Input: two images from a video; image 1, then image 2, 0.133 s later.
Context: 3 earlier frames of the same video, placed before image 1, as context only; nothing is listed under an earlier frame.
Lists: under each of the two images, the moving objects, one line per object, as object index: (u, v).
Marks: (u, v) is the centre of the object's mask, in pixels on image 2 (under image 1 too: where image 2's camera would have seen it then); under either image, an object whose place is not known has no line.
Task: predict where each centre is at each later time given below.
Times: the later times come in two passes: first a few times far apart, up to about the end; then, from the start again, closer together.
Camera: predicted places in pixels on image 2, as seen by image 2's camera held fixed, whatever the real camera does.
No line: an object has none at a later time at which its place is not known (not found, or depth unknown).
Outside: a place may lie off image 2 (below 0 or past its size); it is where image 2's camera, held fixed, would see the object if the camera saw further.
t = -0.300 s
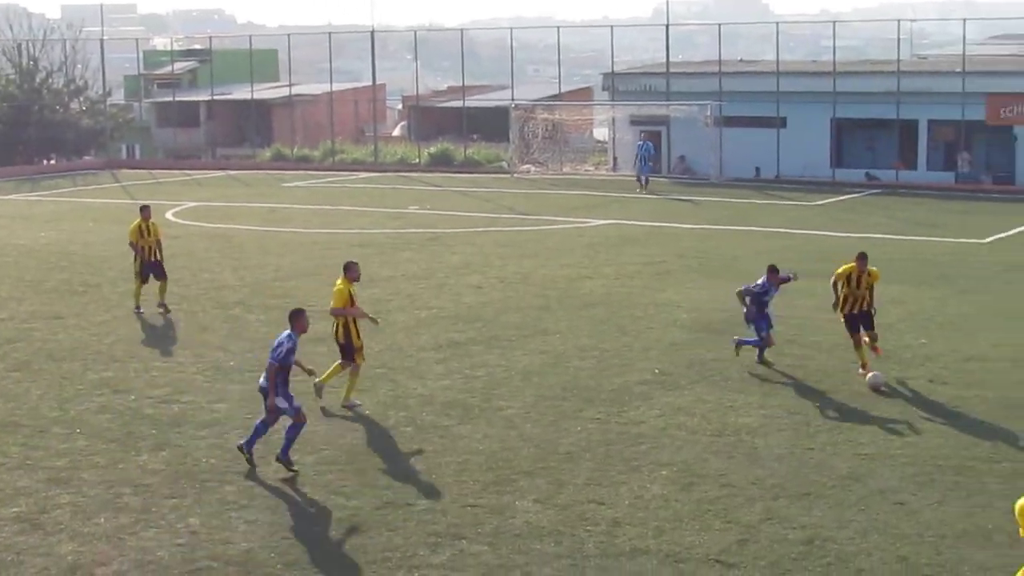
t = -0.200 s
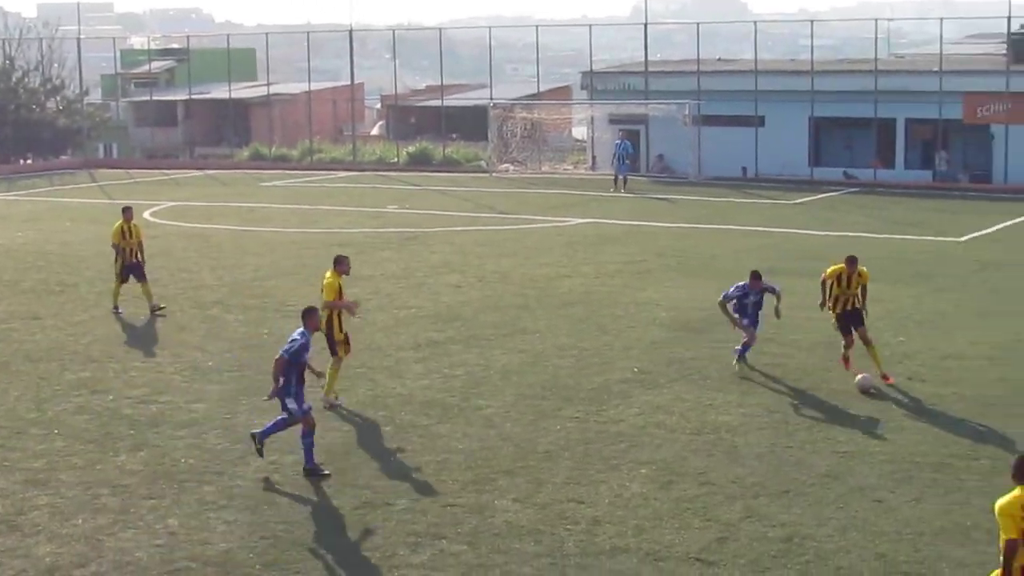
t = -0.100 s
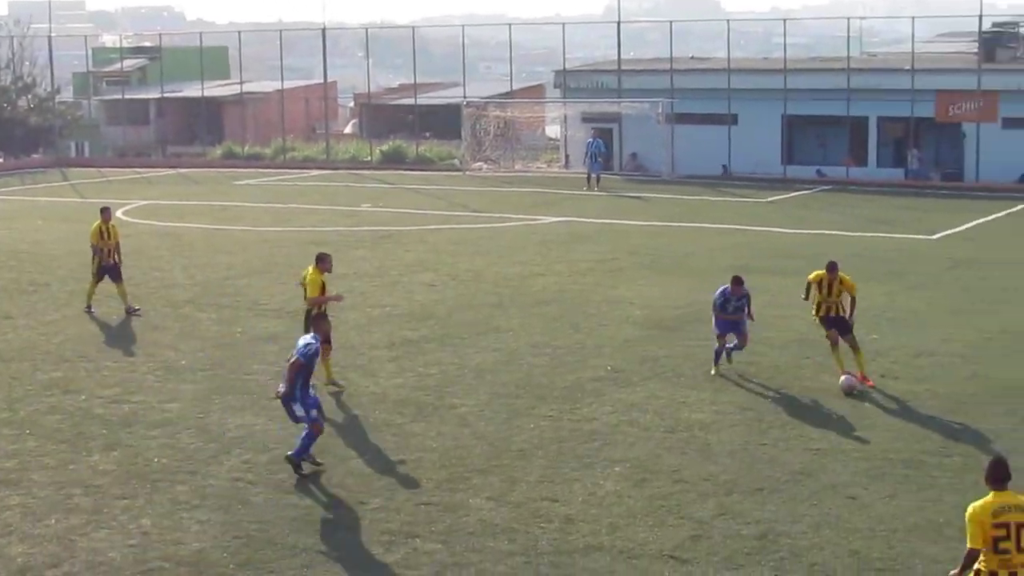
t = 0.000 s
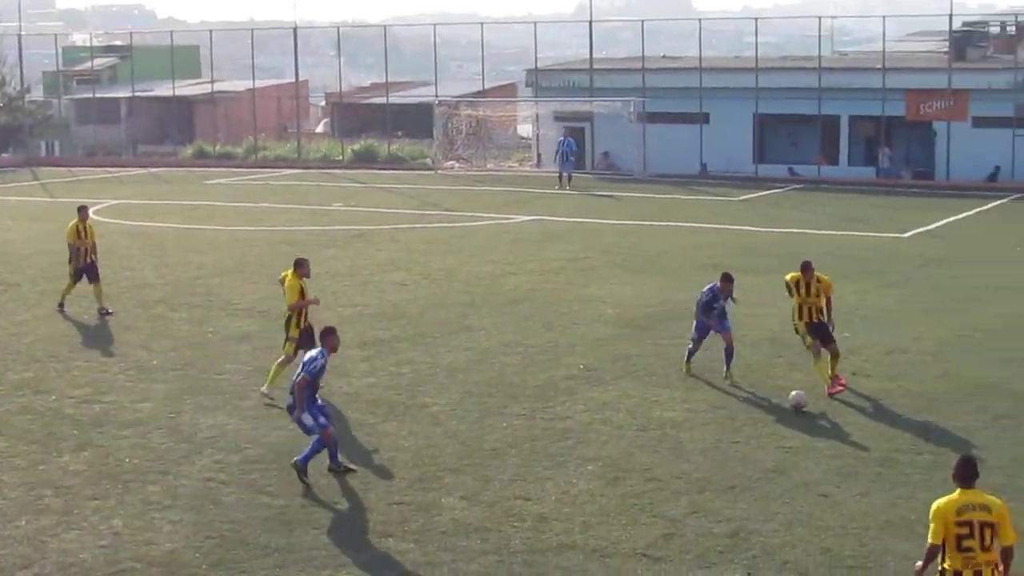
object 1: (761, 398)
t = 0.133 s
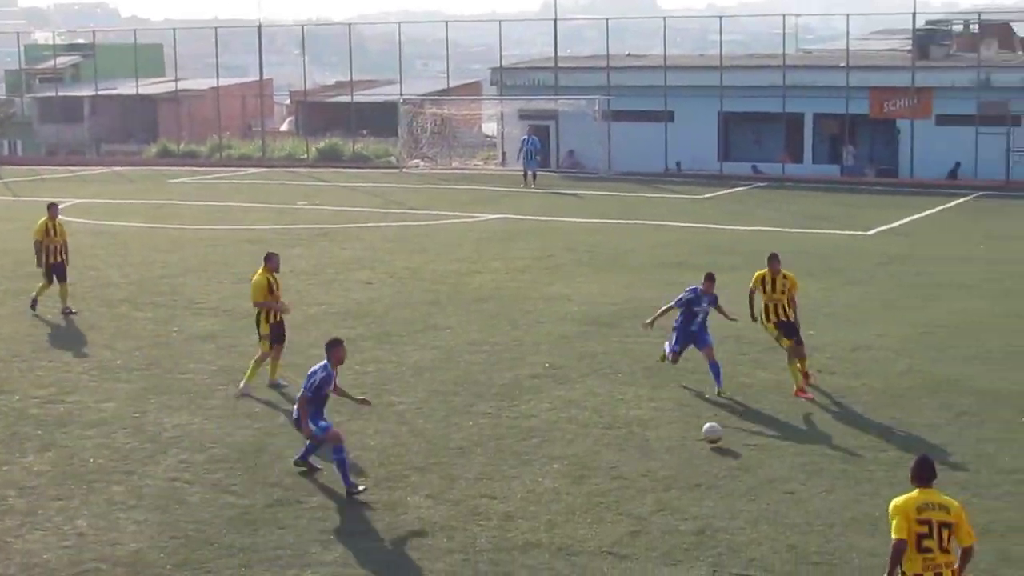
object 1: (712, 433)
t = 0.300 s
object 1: (640, 486)
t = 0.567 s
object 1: (496, 582)
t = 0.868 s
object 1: (298, 710)
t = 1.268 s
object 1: (-48, 955)
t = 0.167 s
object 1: (698, 445)
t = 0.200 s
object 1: (684, 455)
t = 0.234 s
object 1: (670, 464)
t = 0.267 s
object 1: (656, 475)
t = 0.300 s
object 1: (640, 486)
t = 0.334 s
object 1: (624, 499)
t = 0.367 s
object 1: (609, 509)
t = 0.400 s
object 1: (591, 519)
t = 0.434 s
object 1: (574, 532)
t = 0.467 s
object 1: (556, 544)
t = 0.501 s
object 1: (535, 559)
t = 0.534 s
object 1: (516, 574)
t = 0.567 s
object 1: (496, 582)
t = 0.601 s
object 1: (477, 595)
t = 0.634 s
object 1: (455, 608)
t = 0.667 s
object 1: (433, 623)
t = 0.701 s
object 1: (407, 639)
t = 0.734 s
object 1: (389, 655)
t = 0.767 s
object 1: (367, 666)
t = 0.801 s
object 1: (345, 677)
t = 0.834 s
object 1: (322, 692)
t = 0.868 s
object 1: (298, 710)
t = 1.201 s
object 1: (20, 903)
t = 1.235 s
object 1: (-11, 927)
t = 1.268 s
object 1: (-48, 955)
